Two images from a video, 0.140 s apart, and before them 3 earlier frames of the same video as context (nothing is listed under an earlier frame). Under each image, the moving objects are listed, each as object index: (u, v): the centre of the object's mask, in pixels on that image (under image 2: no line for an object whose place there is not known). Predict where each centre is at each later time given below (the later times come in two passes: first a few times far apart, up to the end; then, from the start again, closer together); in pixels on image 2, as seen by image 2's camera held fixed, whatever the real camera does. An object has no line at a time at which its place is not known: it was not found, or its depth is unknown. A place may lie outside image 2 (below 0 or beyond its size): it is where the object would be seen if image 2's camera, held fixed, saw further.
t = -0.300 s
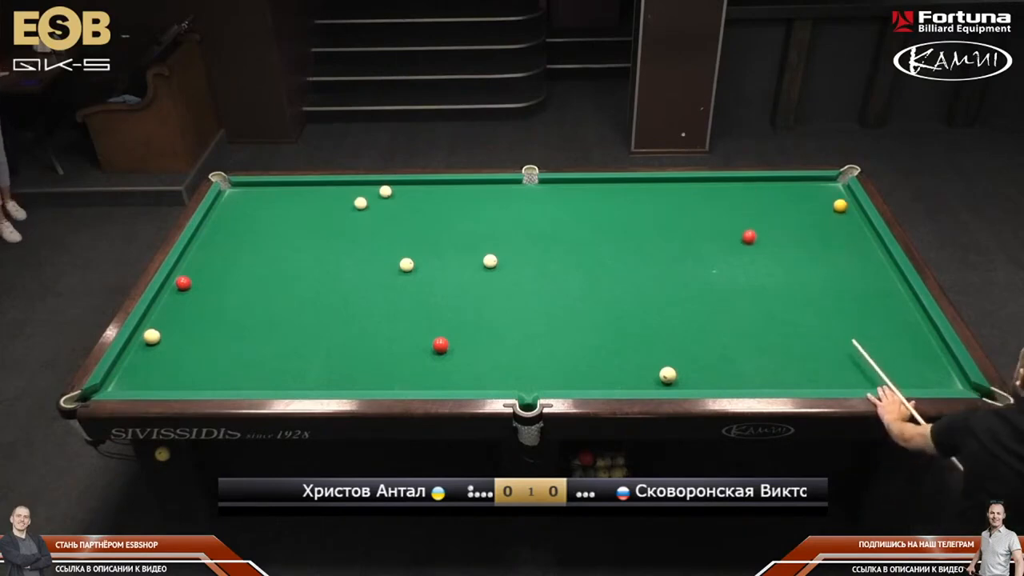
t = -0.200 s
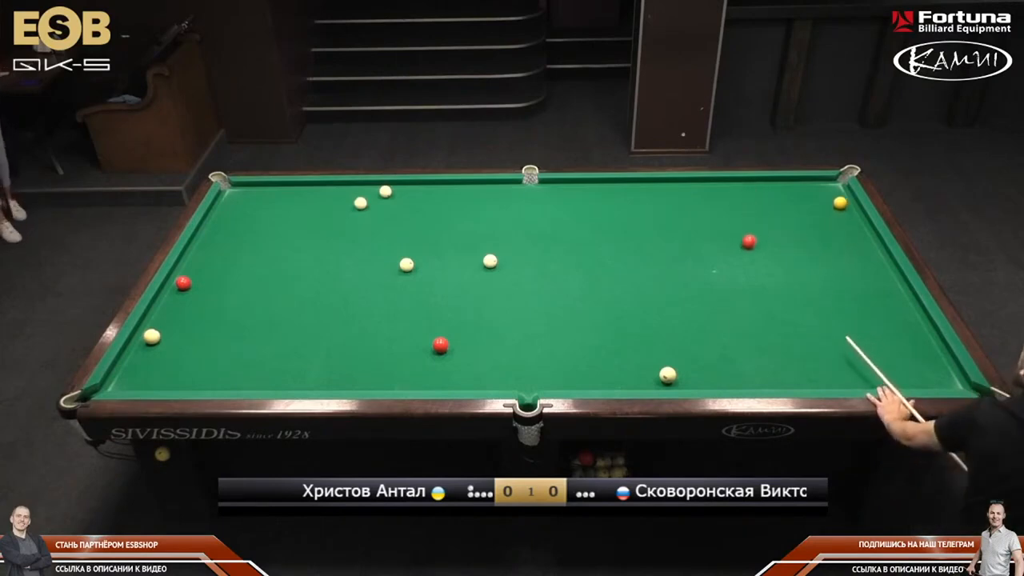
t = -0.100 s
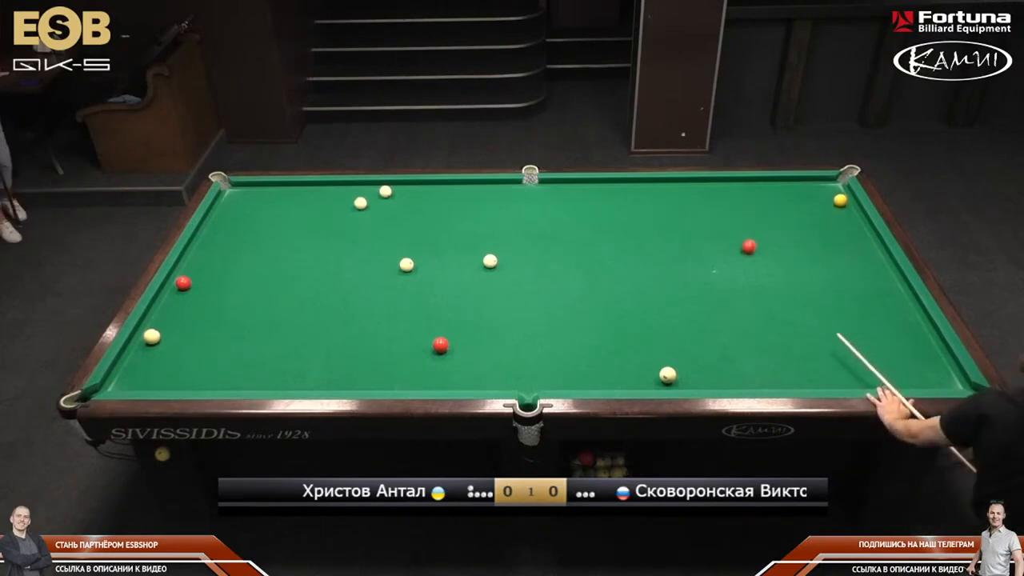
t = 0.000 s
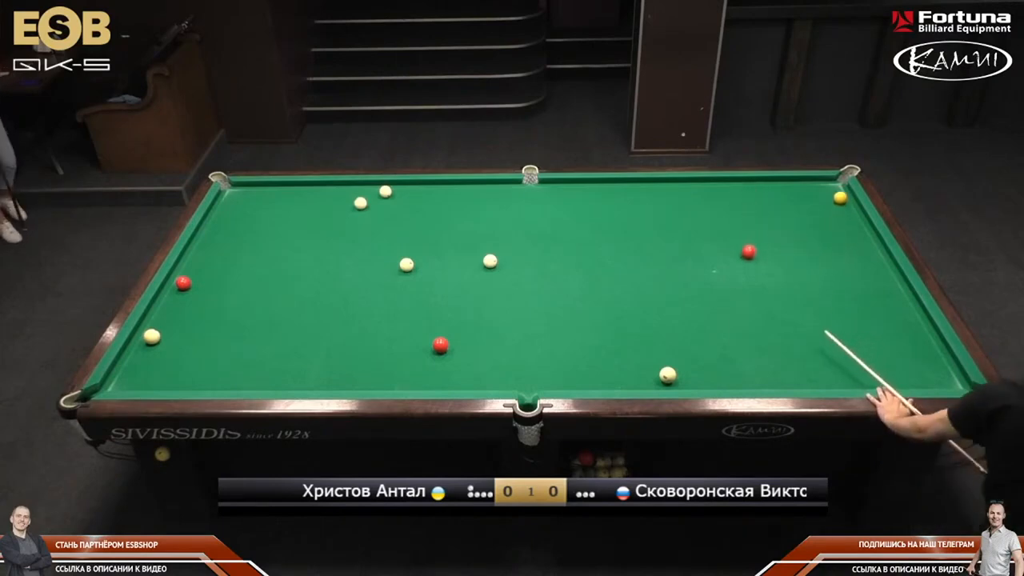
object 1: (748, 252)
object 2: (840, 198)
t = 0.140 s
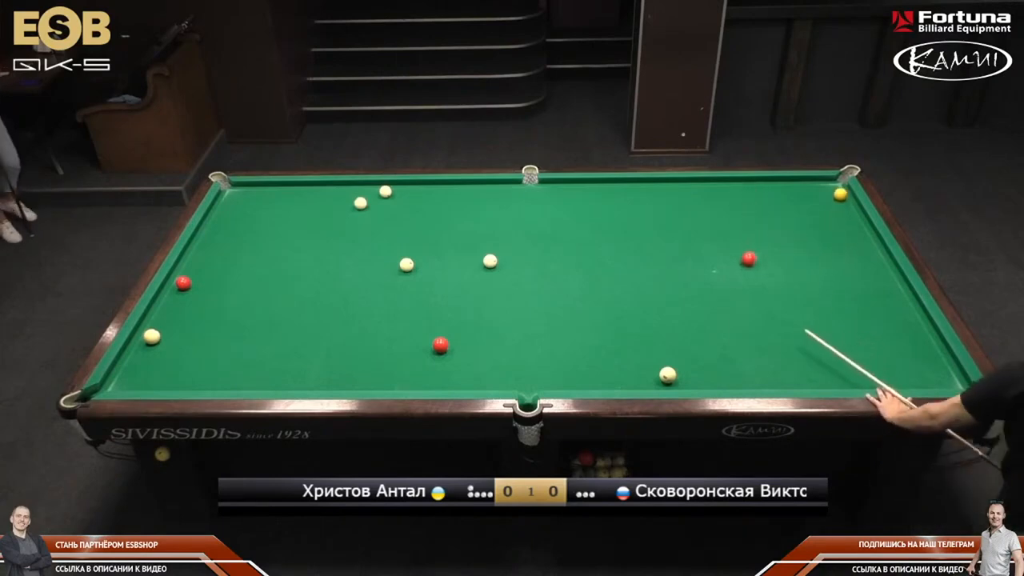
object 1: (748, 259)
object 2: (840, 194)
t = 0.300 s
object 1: (748, 267)
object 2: (840, 190)
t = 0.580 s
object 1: (749, 281)
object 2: (840, 184)
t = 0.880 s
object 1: (749, 296)
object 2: (840, 179)
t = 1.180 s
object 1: (749, 311)
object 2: (844, 177)
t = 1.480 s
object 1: (749, 326)
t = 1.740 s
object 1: (750, 338)
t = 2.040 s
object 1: (751, 353)
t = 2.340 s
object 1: (751, 366)
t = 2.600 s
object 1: (752, 378)
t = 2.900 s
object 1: (751, 383)
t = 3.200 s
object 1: (748, 379)
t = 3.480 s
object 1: (745, 373)
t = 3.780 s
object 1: (742, 369)
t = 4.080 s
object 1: (741, 366)
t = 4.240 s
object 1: (741, 364)
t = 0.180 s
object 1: (748, 261)
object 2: (840, 193)
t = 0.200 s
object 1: (748, 262)
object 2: (840, 193)
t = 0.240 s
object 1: (748, 264)
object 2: (840, 192)
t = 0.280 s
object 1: (748, 266)
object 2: (840, 191)
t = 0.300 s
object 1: (748, 267)
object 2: (840, 190)
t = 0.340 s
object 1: (748, 269)
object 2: (840, 189)
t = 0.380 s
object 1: (749, 271)
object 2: (840, 189)
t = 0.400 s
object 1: (748, 272)
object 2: (840, 188)
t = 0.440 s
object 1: (749, 274)
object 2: (840, 187)
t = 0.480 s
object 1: (749, 276)
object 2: (840, 187)
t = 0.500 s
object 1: (749, 277)
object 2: (840, 186)
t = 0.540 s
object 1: (748, 279)
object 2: (840, 185)
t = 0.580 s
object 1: (749, 281)
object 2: (840, 184)
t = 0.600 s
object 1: (748, 282)
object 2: (840, 184)
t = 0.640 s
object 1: (749, 284)
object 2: (840, 183)
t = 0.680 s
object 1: (749, 286)
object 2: (840, 182)
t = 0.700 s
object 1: (749, 287)
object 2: (840, 182)
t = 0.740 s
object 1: (749, 289)
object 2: (840, 181)
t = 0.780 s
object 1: (749, 291)
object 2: (840, 180)
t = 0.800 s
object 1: (749, 292)
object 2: (840, 180)
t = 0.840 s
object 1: (749, 294)
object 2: (840, 179)
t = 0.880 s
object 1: (749, 296)
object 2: (840, 179)
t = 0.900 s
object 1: (749, 297)
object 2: (840, 179)
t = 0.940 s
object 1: (749, 299)
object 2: (841, 178)
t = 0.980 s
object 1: (749, 301)
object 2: (842, 178)
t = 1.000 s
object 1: (749, 302)
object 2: (842, 178)
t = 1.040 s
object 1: (749, 304)
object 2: (842, 177)
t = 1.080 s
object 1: (749, 306)
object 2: (842, 177)
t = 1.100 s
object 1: (749, 307)
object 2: (843, 177)
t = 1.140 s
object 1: (749, 309)
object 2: (843, 176)
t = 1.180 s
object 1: (749, 311)
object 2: (844, 177)
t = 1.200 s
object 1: (749, 312)
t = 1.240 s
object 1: (749, 314)
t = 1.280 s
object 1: (749, 316)
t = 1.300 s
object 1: (749, 317)
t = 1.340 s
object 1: (749, 319)
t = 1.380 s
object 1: (749, 321)
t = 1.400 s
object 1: (749, 322)
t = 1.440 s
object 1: (749, 324)
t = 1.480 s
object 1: (749, 326)
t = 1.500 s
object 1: (749, 327)
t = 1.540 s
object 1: (750, 329)
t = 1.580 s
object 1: (749, 330)
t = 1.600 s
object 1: (749, 332)
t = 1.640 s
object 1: (750, 334)
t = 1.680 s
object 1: (750, 336)
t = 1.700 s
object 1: (750, 336)
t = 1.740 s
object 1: (750, 338)
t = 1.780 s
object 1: (750, 340)
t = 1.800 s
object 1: (750, 341)
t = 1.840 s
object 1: (750, 343)
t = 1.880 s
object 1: (750, 345)
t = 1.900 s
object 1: (750, 346)
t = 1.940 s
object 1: (750, 348)
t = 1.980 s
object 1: (750, 350)
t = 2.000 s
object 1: (750, 351)
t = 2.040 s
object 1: (751, 353)
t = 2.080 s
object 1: (751, 354)
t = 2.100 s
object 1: (751, 355)
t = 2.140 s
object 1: (751, 357)
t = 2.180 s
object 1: (751, 359)
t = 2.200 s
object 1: (751, 360)
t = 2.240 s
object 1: (751, 362)
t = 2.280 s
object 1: (751, 363)
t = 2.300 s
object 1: (751, 364)
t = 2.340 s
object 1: (751, 366)
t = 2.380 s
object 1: (751, 368)
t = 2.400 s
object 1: (751, 369)
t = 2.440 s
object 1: (751, 371)
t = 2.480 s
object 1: (751, 372)
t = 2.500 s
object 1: (751, 373)
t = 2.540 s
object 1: (752, 375)
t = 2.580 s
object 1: (752, 377)
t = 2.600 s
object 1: (752, 378)
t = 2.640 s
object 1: (752, 379)
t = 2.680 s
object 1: (752, 380)
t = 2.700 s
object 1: (752, 381)
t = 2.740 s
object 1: (752, 382)
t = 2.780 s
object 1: (752, 383)
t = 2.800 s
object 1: (752, 383)
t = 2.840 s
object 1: (752, 383)
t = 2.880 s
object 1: (752, 383)
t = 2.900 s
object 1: (751, 383)
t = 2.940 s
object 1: (751, 382)
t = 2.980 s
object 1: (750, 381)
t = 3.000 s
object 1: (750, 381)
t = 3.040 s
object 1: (750, 381)
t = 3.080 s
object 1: (749, 380)
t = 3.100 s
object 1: (749, 380)
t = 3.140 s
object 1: (748, 379)
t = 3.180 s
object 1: (748, 379)
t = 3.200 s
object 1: (748, 379)
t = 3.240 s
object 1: (747, 378)
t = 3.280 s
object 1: (746, 377)
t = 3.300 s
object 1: (746, 376)
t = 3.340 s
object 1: (746, 376)
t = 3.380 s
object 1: (746, 375)
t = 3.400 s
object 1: (745, 375)
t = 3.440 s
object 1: (745, 374)
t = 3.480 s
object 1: (745, 373)
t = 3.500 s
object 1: (744, 373)
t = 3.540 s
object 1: (744, 372)
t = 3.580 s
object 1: (744, 372)
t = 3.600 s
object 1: (744, 371)
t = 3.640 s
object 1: (743, 371)
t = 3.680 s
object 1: (743, 370)
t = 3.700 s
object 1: (743, 370)
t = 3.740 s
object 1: (743, 370)
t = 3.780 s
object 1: (742, 369)
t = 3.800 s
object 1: (742, 369)
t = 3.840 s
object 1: (742, 368)
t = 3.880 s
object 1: (742, 368)
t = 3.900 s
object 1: (742, 368)
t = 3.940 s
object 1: (742, 367)
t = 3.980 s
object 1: (742, 367)
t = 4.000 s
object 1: (741, 367)
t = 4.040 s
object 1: (741, 366)
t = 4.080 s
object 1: (741, 366)
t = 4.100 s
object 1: (741, 366)
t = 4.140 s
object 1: (741, 365)
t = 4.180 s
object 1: (741, 365)
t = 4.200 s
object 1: (741, 365)
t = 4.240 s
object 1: (741, 364)
